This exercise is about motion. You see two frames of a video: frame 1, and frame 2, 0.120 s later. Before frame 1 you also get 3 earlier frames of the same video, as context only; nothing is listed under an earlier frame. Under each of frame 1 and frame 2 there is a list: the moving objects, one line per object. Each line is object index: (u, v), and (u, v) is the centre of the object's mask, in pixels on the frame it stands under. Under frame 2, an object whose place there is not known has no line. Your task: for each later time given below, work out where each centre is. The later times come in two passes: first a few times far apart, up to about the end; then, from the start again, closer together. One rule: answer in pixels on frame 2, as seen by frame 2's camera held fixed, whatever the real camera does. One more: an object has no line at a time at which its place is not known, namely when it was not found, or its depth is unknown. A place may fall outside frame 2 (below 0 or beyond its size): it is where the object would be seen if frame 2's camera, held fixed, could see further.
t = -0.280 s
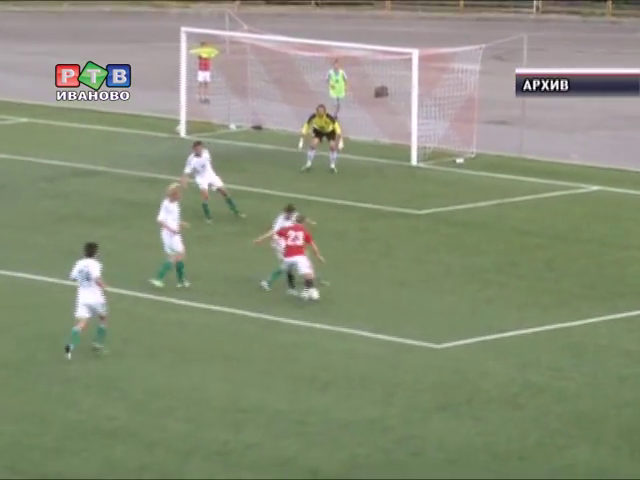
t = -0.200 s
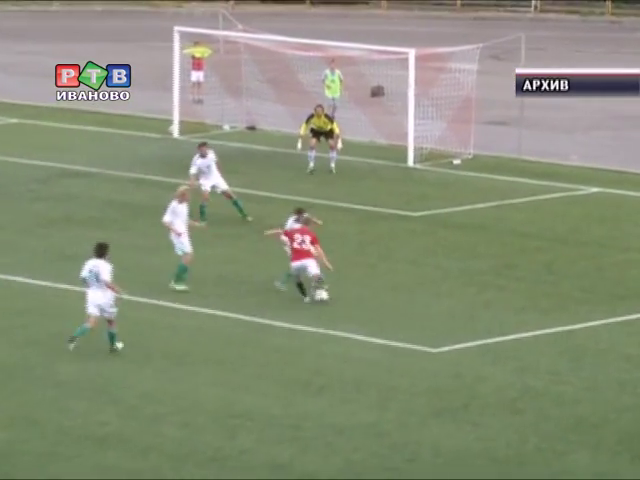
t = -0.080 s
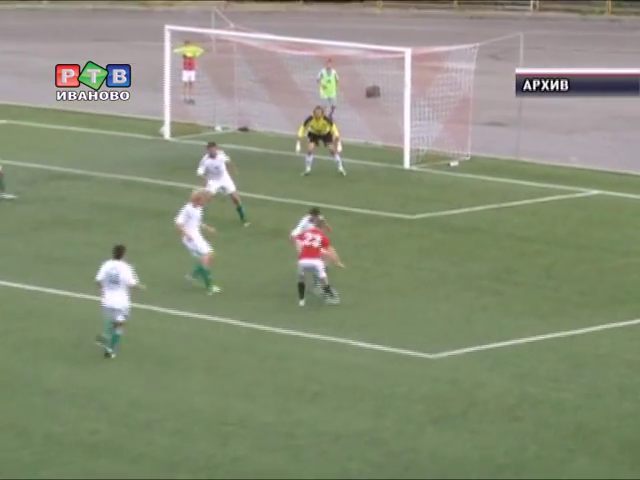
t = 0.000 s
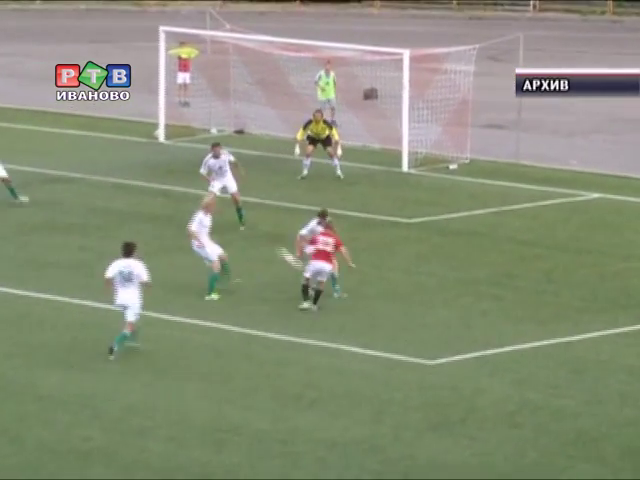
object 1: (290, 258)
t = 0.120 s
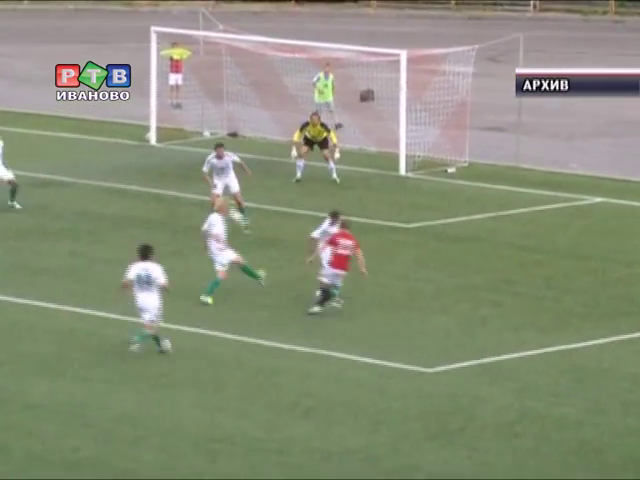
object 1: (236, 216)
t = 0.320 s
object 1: (161, 153)
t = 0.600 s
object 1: (67, 105)
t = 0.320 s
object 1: (161, 153)
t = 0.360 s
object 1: (148, 146)
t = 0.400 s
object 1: (130, 135)
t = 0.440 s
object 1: (118, 127)
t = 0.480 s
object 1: (106, 121)
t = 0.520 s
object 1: (91, 114)
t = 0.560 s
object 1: (79, 110)
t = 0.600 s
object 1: (67, 105)
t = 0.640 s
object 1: (58, 102)
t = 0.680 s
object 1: (48, 99)
